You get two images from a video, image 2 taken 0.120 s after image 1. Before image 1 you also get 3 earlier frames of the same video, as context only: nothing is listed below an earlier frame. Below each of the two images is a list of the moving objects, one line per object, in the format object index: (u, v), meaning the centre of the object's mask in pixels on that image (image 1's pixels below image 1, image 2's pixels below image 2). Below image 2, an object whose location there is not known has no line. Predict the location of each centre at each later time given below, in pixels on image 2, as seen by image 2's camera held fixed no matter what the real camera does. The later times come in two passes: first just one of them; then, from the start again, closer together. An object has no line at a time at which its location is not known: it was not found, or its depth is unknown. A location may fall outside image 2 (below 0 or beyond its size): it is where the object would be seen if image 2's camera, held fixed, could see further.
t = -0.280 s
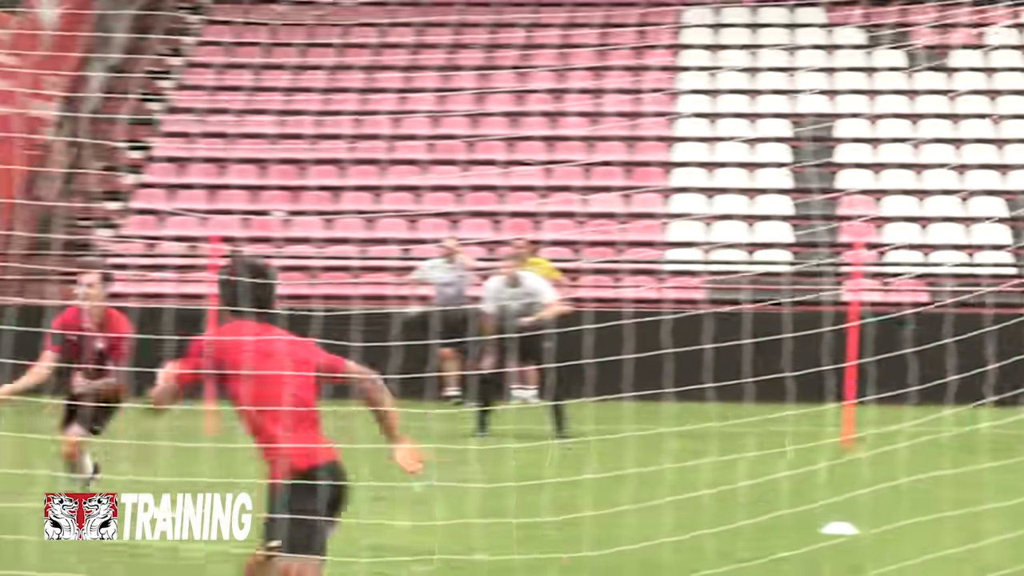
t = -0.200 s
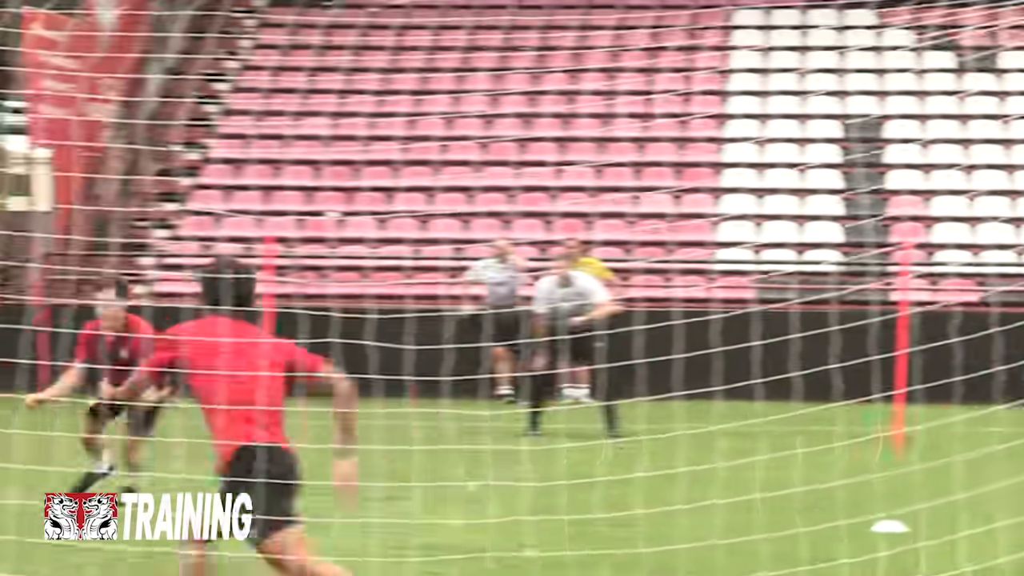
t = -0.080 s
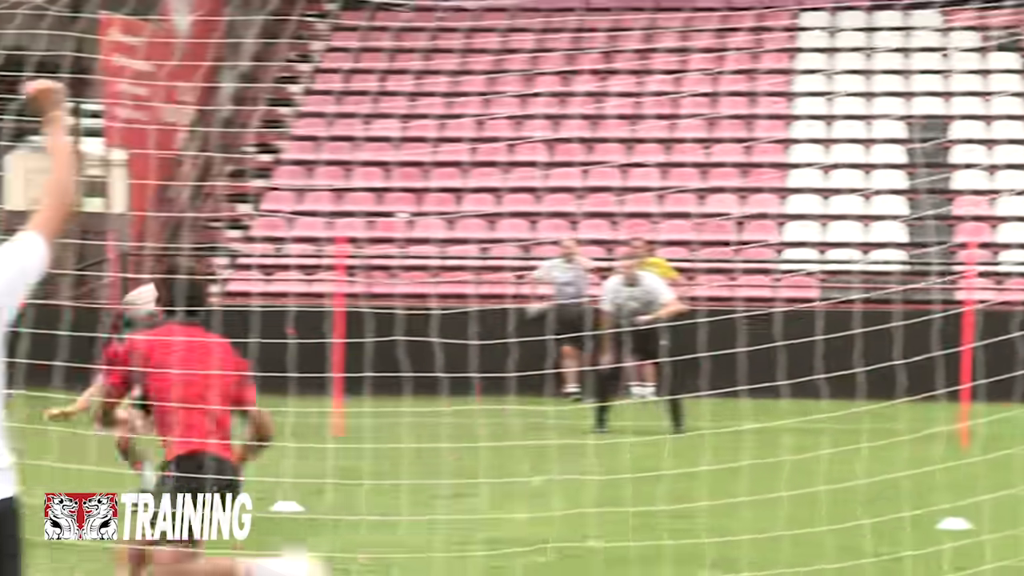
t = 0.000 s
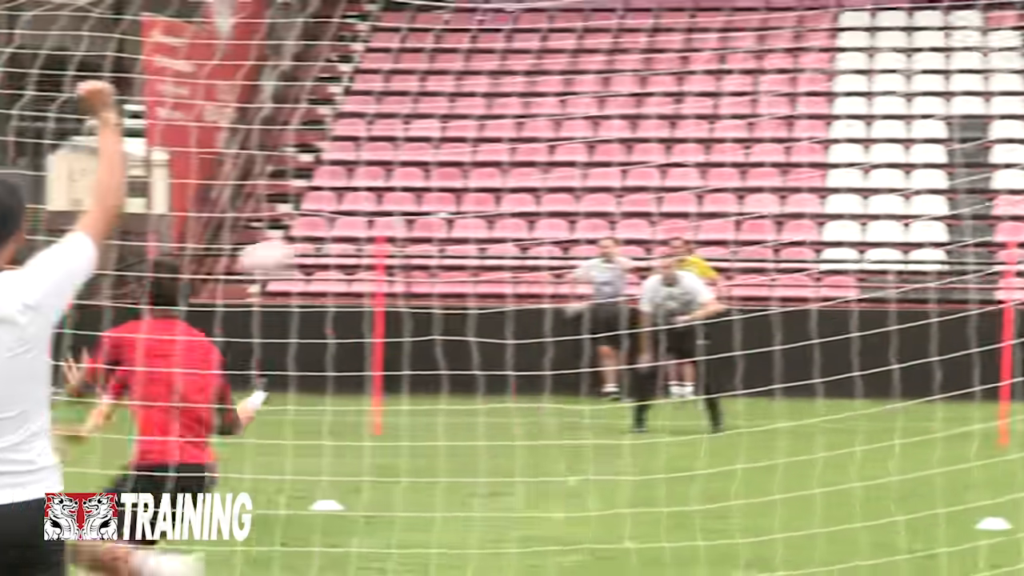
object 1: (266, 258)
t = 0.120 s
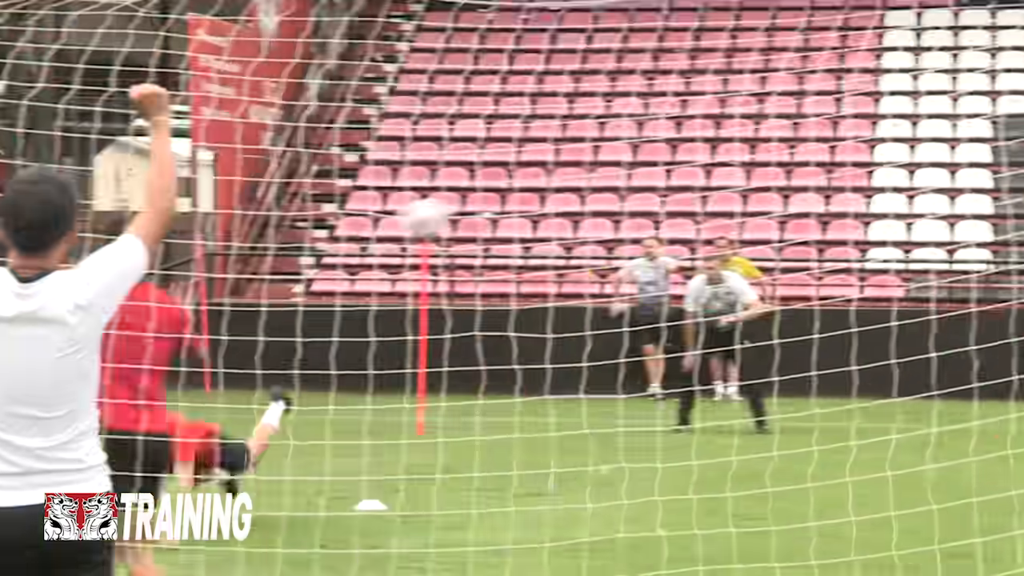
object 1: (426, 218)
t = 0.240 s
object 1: (554, 201)
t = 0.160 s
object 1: (465, 209)
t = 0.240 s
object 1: (554, 201)
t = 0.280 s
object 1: (599, 200)
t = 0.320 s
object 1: (647, 206)
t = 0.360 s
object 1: (695, 217)
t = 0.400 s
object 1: (750, 228)
